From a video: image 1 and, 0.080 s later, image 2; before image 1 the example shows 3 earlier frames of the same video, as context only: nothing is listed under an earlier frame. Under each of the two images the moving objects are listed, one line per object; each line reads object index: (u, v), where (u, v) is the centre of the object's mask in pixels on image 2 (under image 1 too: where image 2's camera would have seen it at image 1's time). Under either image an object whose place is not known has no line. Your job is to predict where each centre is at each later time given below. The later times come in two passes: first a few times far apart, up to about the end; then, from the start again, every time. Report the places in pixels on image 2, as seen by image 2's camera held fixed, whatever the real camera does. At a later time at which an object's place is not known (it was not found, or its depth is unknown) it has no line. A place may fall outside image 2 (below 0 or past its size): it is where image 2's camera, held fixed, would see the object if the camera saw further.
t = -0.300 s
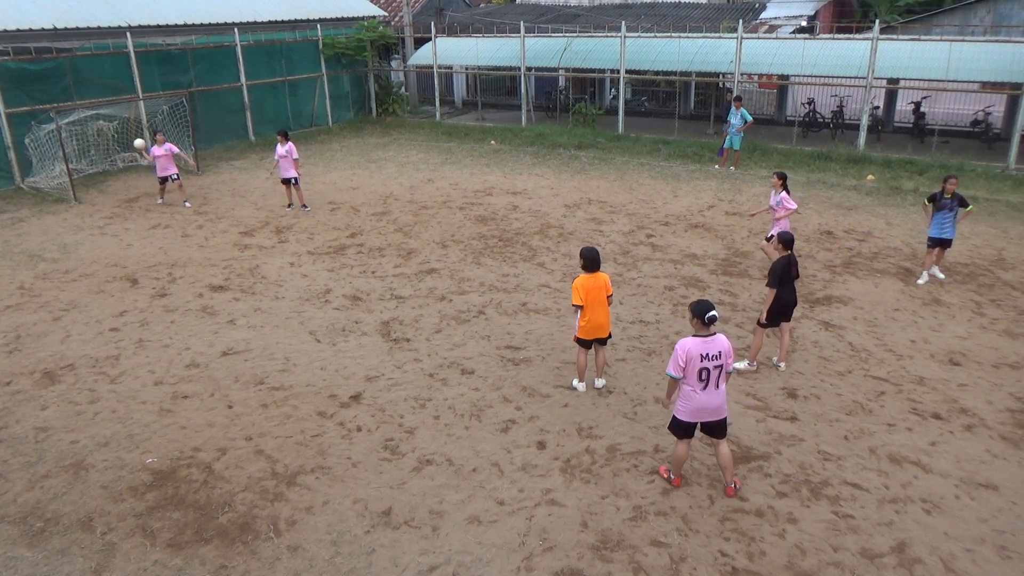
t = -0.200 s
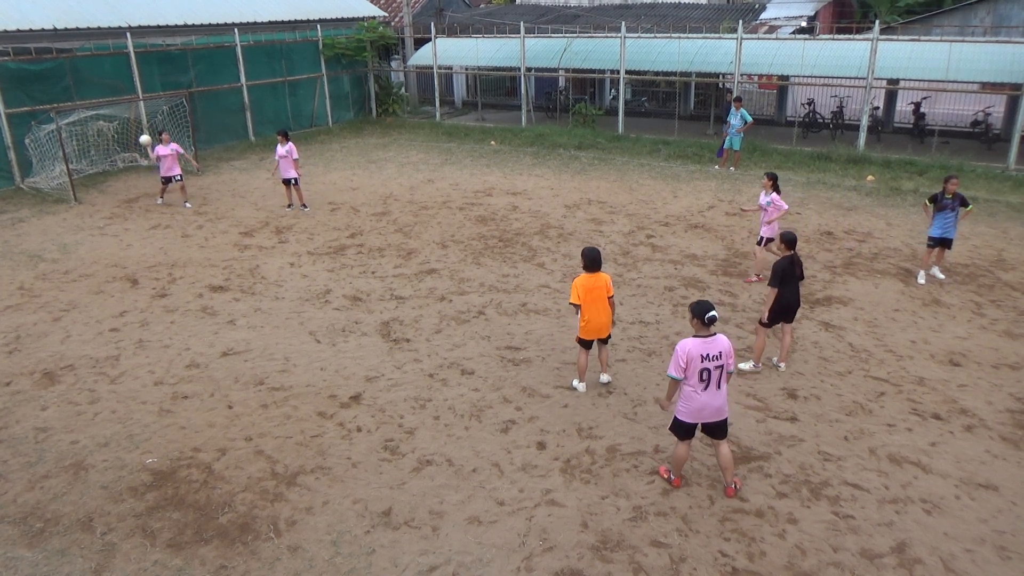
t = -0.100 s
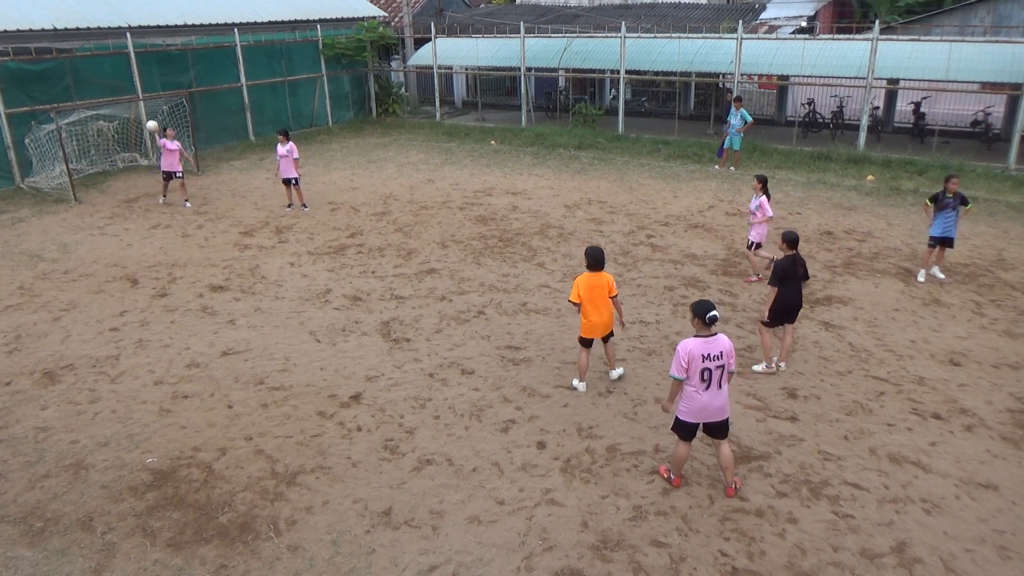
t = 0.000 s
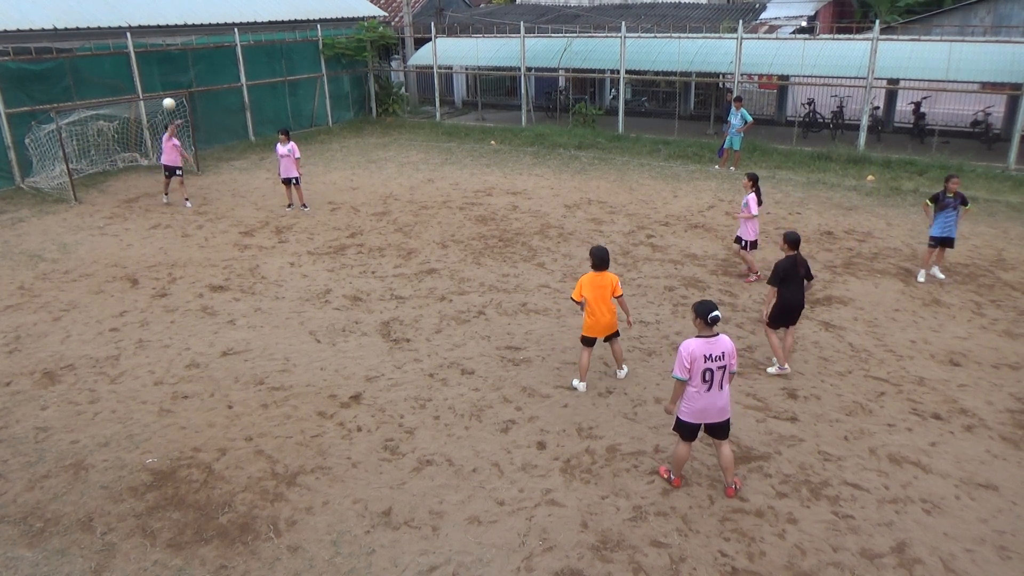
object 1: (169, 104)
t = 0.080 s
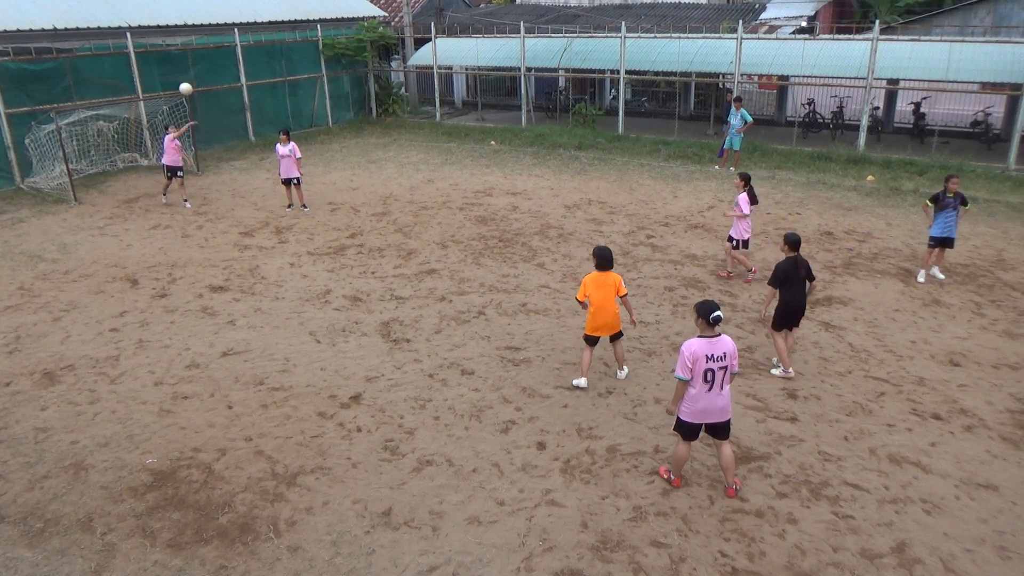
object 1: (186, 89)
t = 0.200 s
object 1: (213, 72)
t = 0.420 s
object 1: (273, 60)
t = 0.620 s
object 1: (332, 75)
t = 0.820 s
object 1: (400, 118)
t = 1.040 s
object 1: (478, 198)
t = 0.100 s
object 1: (190, 86)
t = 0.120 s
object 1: (194, 83)
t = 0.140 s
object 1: (199, 79)
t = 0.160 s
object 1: (204, 77)
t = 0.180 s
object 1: (208, 74)
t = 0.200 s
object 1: (213, 72)
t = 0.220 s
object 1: (218, 70)
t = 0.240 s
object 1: (223, 68)
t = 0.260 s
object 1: (229, 66)
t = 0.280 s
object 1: (233, 65)
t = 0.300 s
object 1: (239, 63)
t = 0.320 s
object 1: (244, 62)
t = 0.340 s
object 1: (250, 61)
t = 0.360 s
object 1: (256, 61)
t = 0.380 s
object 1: (261, 60)
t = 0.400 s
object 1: (267, 60)
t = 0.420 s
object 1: (273, 60)
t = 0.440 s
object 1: (278, 60)
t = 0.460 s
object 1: (284, 61)
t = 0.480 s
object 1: (290, 62)
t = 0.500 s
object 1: (296, 63)
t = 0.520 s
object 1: (301, 64)
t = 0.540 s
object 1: (308, 66)
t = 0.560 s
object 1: (314, 68)
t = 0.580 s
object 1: (320, 70)
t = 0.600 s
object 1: (326, 72)
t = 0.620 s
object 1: (332, 75)
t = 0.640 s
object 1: (339, 78)
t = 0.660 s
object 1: (345, 82)
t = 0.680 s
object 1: (352, 85)
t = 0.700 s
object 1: (358, 89)
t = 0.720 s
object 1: (365, 93)
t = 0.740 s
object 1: (372, 97)
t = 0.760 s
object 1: (378, 103)
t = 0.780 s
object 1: (385, 108)
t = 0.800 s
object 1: (393, 113)
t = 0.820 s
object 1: (400, 118)
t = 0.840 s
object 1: (407, 123)
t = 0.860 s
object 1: (414, 130)
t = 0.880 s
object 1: (421, 136)
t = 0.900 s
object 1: (428, 143)
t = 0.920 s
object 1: (435, 150)
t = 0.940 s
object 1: (442, 157)
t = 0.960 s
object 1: (449, 165)
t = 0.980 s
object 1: (456, 173)
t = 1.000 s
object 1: (463, 181)
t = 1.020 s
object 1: (471, 189)
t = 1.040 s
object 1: (478, 198)
